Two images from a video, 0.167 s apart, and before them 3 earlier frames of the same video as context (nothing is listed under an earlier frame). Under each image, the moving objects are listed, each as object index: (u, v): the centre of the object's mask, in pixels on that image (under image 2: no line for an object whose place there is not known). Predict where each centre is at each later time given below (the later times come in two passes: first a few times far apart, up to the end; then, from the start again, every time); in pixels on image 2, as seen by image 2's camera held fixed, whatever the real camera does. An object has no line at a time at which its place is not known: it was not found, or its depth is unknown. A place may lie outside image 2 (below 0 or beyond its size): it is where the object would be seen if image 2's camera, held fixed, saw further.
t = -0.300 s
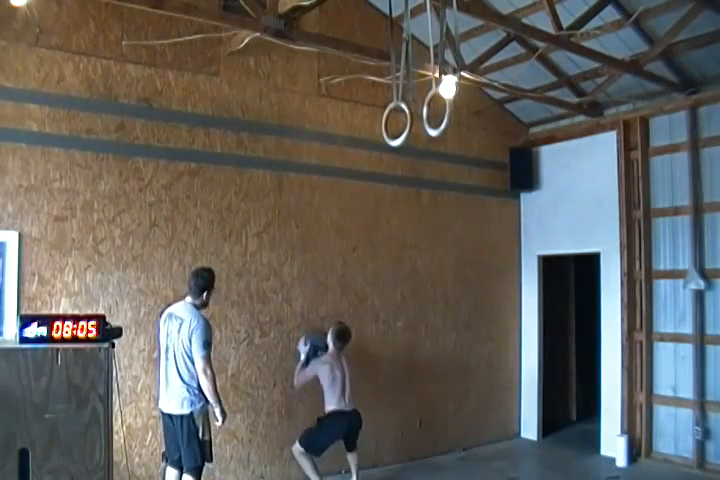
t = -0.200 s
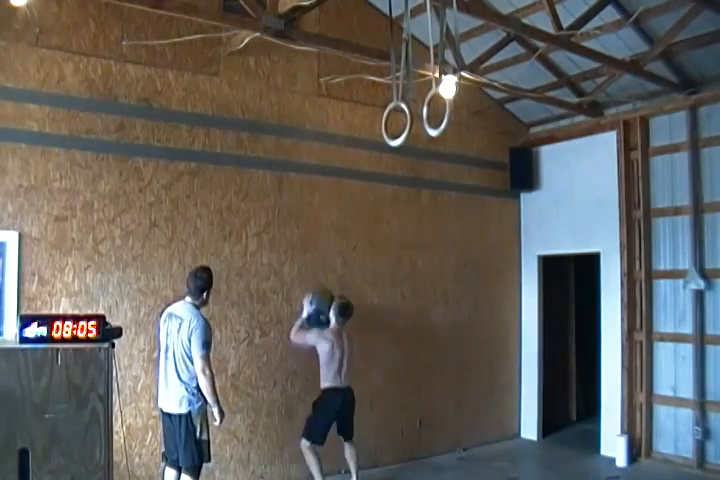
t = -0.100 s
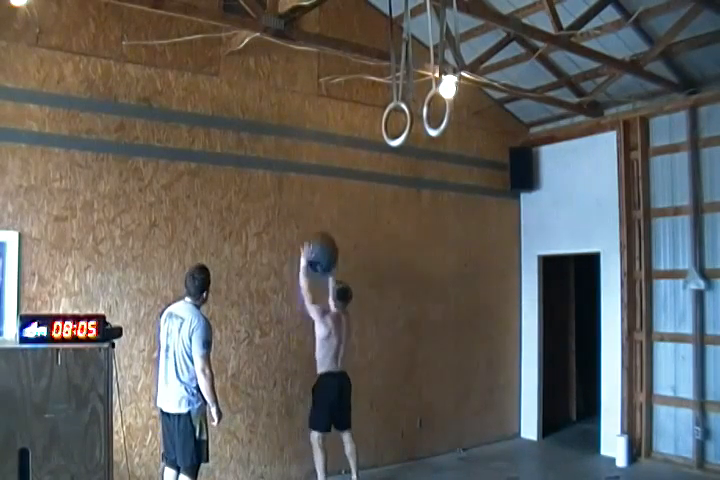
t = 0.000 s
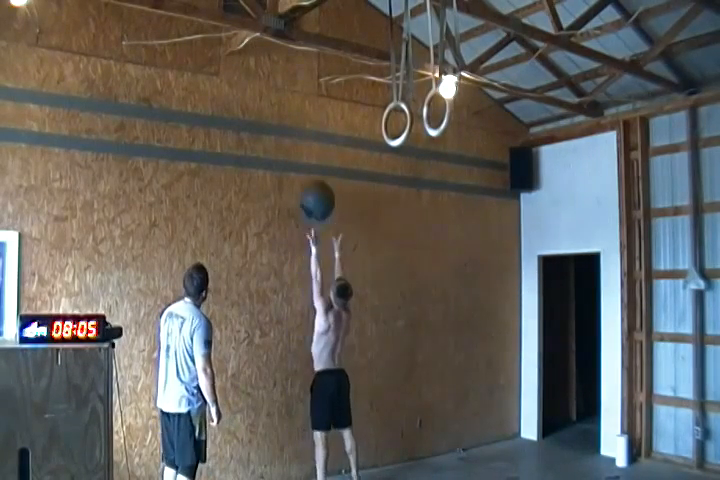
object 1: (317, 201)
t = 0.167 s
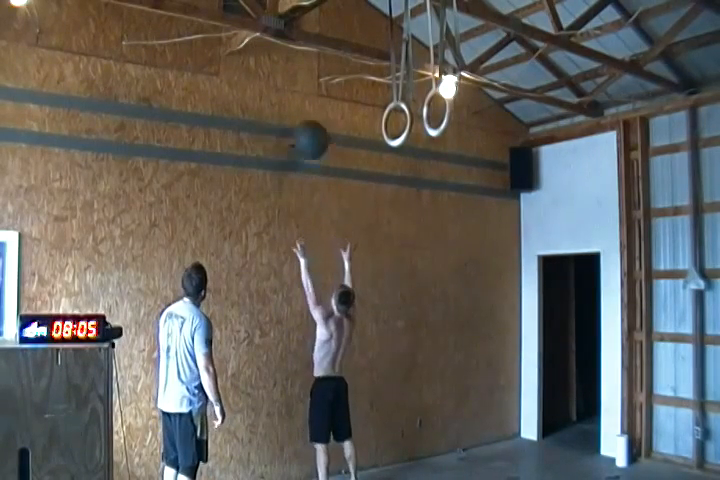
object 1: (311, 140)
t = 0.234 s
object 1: (307, 125)
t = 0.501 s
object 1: (306, 117)
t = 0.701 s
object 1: (307, 163)
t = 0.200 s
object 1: (309, 132)
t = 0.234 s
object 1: (307, 125)
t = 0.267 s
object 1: (306, 120)
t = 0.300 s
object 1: (305, 116)
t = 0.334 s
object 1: (305, 113)
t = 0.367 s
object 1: (305, 112)
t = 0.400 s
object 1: (305, 112)
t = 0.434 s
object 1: (306, 112)
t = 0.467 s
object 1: (306, 114)
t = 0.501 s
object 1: (306, 117)
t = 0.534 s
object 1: (306, 121)
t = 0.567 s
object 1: (306, 127)
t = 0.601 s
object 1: (306, 134)
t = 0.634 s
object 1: (306, 142)
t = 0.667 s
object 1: (306, 152)
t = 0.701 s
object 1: (307, 163)
